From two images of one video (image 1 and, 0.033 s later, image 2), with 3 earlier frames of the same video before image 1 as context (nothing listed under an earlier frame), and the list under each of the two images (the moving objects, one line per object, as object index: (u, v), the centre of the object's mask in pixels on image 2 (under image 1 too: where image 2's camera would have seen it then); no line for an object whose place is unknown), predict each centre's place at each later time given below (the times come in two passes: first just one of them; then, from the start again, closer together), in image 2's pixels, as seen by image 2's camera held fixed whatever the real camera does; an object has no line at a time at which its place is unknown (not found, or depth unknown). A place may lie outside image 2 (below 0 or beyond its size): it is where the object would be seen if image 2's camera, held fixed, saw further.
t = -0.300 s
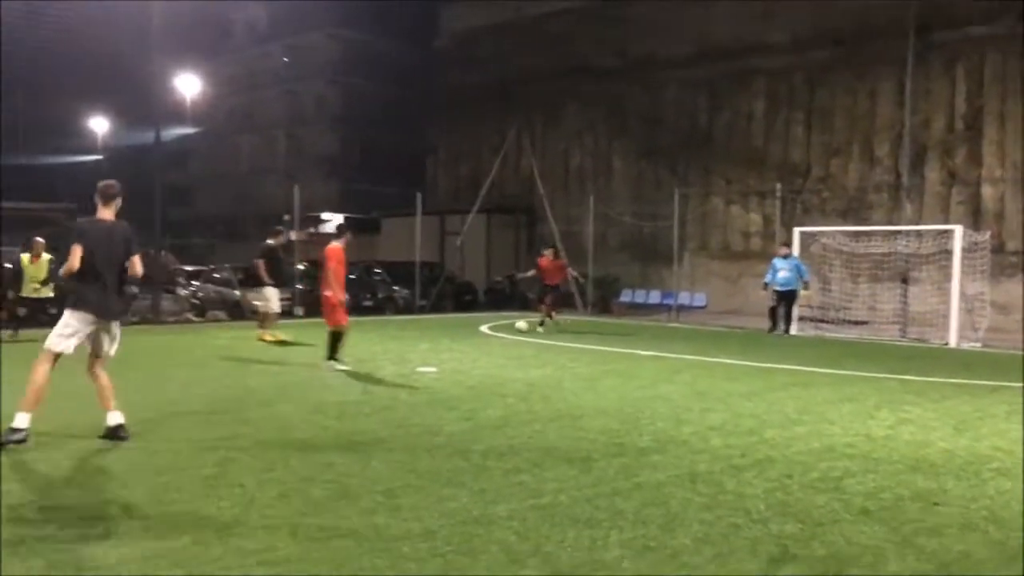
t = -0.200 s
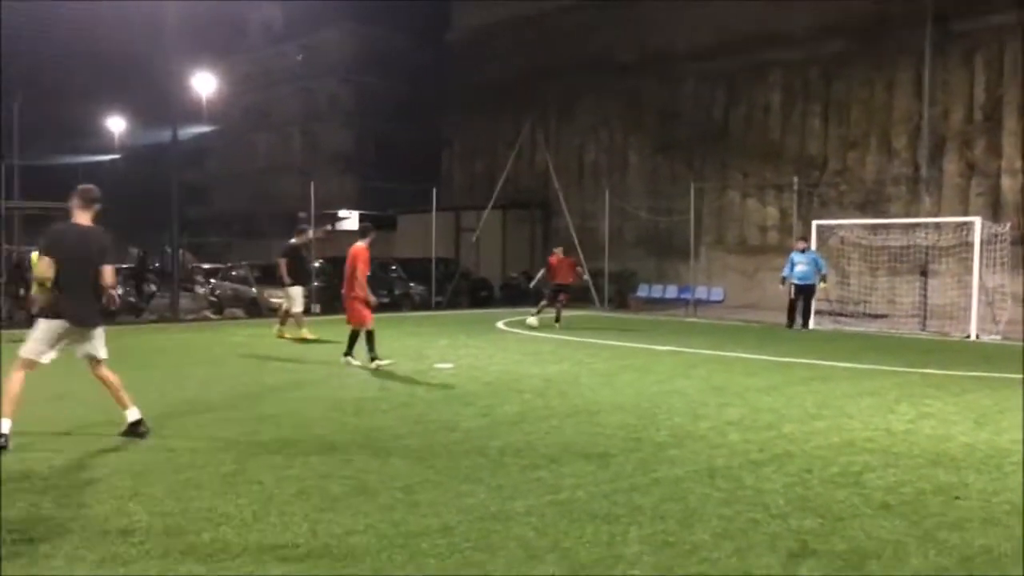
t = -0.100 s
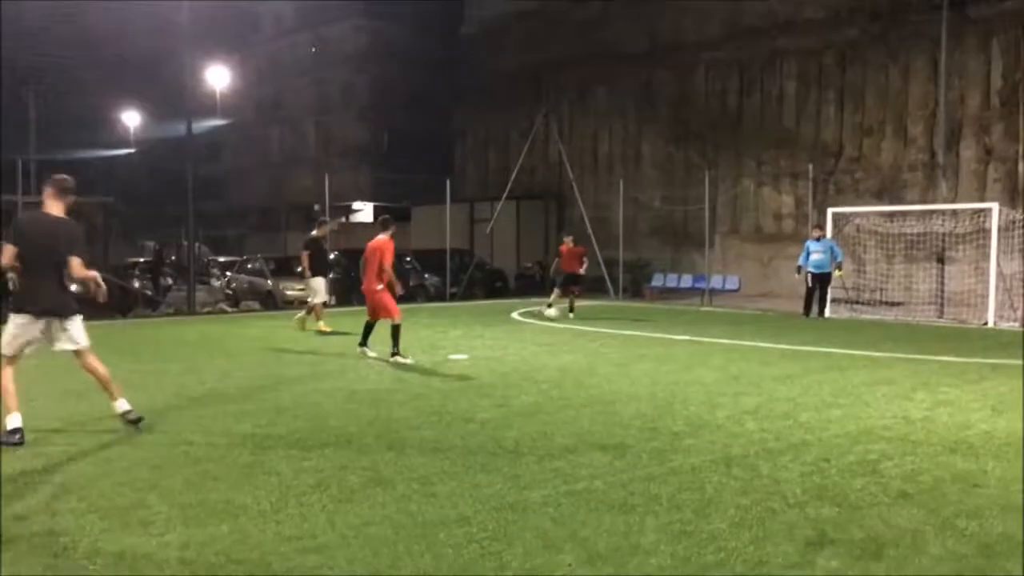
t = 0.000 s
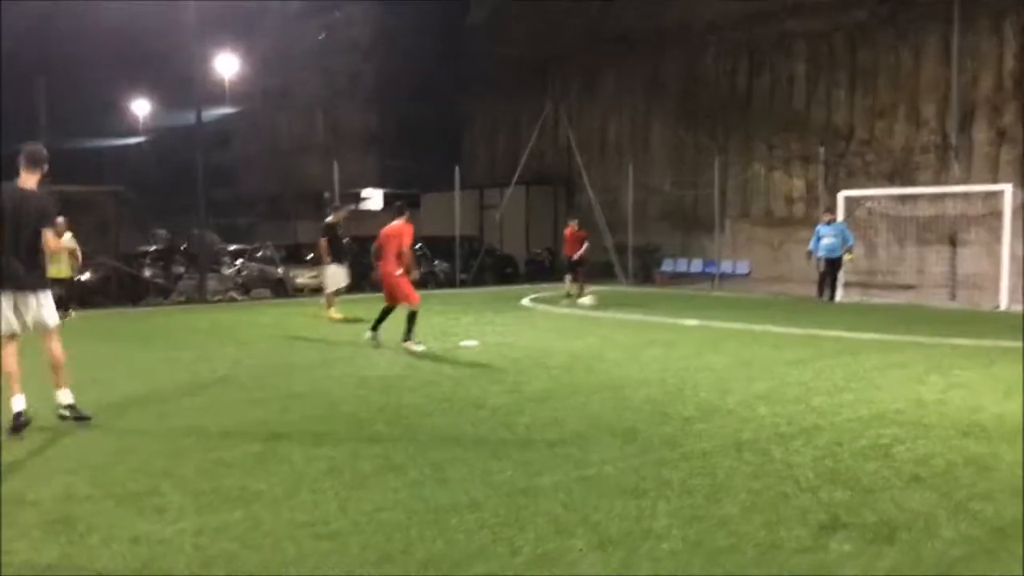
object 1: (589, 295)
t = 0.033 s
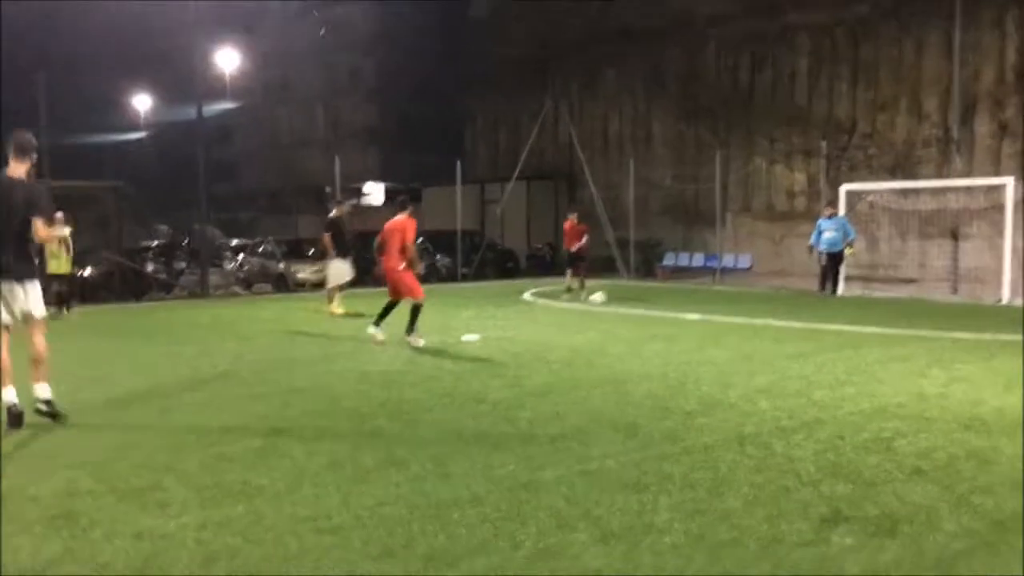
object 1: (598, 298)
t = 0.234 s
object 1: (659, 309)
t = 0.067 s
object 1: (607, 300)
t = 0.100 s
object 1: (617, 302)
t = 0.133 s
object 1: (627, 303)
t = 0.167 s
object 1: (637, 306)
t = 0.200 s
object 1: (649, 308)
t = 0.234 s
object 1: (659, 309)
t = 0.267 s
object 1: (670, 310)
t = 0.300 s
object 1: (683, 313)
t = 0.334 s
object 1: (695, 315)
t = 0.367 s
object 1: (707, 316)
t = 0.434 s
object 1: (735, 320)
